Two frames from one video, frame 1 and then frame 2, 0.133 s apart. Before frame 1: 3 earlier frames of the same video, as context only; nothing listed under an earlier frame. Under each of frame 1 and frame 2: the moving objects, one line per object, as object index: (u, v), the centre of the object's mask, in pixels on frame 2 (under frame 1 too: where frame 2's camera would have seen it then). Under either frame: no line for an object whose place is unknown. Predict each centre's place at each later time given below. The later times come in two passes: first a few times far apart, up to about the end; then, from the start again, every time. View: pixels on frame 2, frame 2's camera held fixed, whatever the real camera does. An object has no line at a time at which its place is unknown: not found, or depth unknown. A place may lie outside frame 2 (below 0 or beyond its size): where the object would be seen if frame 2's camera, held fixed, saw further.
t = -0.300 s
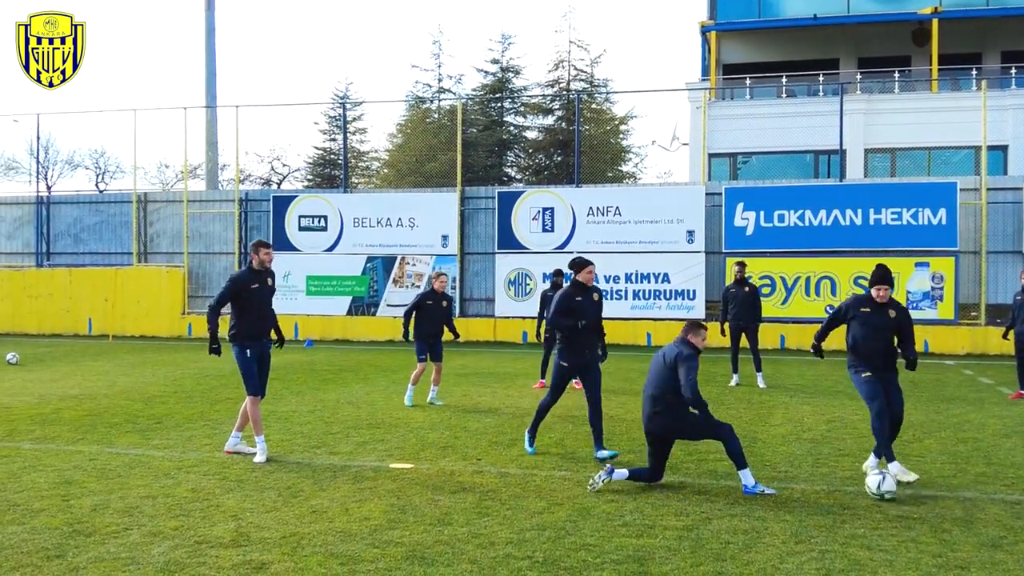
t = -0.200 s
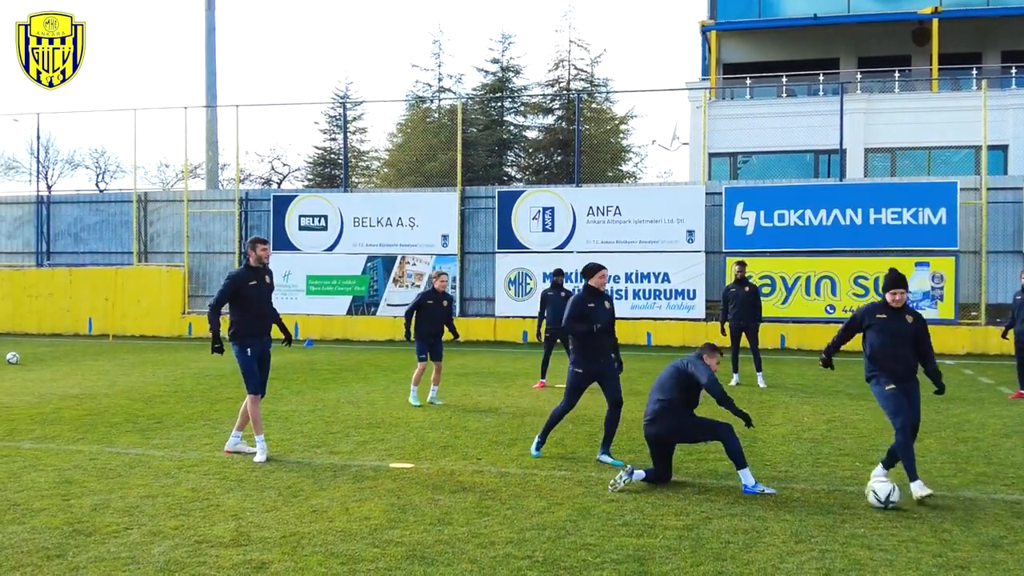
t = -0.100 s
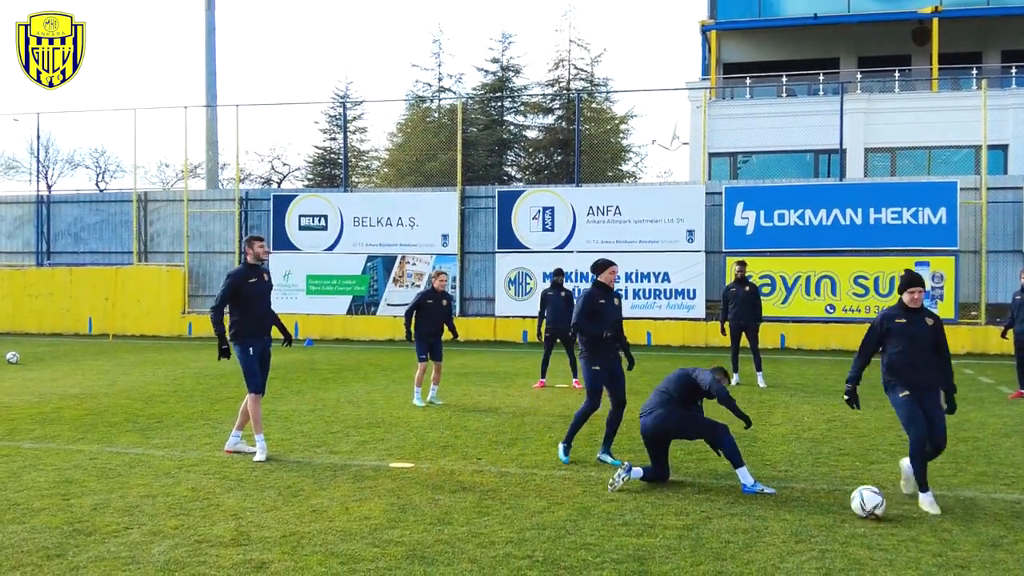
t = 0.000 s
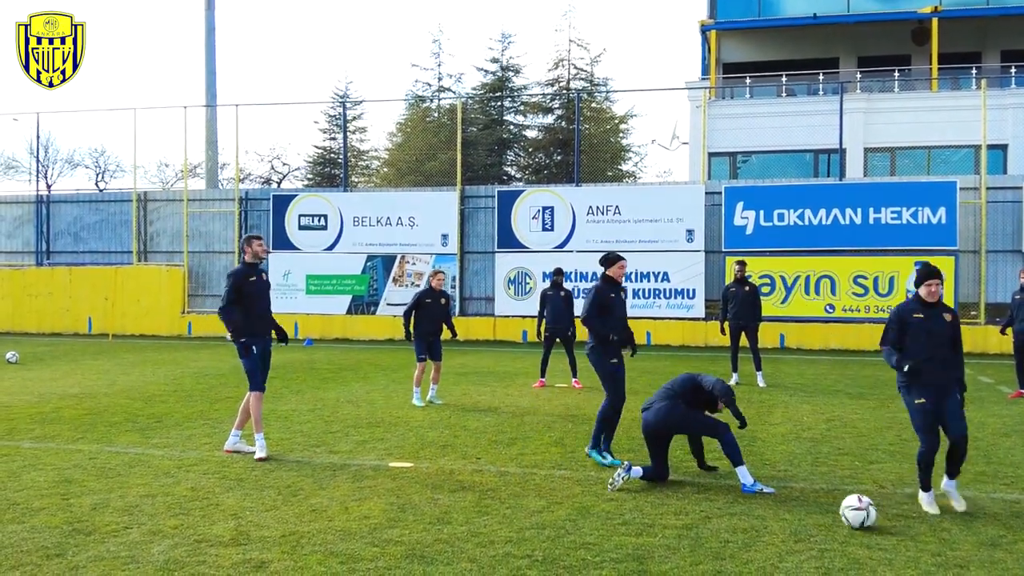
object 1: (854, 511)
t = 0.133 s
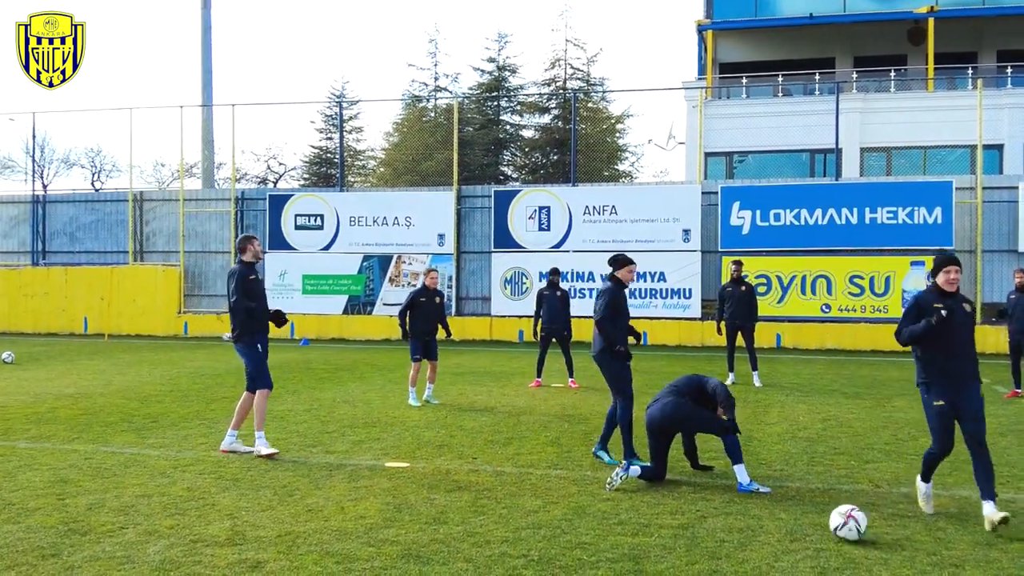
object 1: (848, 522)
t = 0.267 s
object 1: (845, 535)
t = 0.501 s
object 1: (836, 560)
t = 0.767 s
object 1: (824, 588)
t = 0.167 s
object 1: (847, 526)
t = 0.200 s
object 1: (847, 529)
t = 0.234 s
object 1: (845, 532)
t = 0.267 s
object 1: (845, 535)
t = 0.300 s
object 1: (844, 539)
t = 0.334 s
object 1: (842, 541)
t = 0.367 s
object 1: (842, 546)
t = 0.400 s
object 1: (840, 548)
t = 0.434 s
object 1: (839, 552)
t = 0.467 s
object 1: (838, 556)
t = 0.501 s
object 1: (836, 560)
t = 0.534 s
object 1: (835, 562)
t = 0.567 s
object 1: (833, 567)
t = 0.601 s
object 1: (832, 572)
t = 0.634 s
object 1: (831, 575)
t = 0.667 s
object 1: (829, 578)
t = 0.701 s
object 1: (827, 583)
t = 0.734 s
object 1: (826, 585)
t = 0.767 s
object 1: (824, 588)
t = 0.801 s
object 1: (822, 593)
